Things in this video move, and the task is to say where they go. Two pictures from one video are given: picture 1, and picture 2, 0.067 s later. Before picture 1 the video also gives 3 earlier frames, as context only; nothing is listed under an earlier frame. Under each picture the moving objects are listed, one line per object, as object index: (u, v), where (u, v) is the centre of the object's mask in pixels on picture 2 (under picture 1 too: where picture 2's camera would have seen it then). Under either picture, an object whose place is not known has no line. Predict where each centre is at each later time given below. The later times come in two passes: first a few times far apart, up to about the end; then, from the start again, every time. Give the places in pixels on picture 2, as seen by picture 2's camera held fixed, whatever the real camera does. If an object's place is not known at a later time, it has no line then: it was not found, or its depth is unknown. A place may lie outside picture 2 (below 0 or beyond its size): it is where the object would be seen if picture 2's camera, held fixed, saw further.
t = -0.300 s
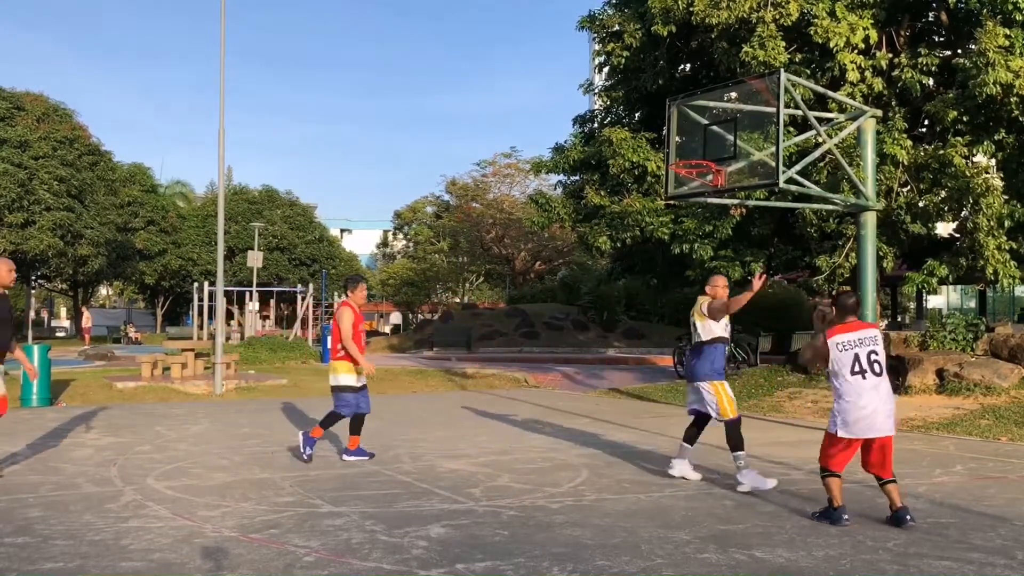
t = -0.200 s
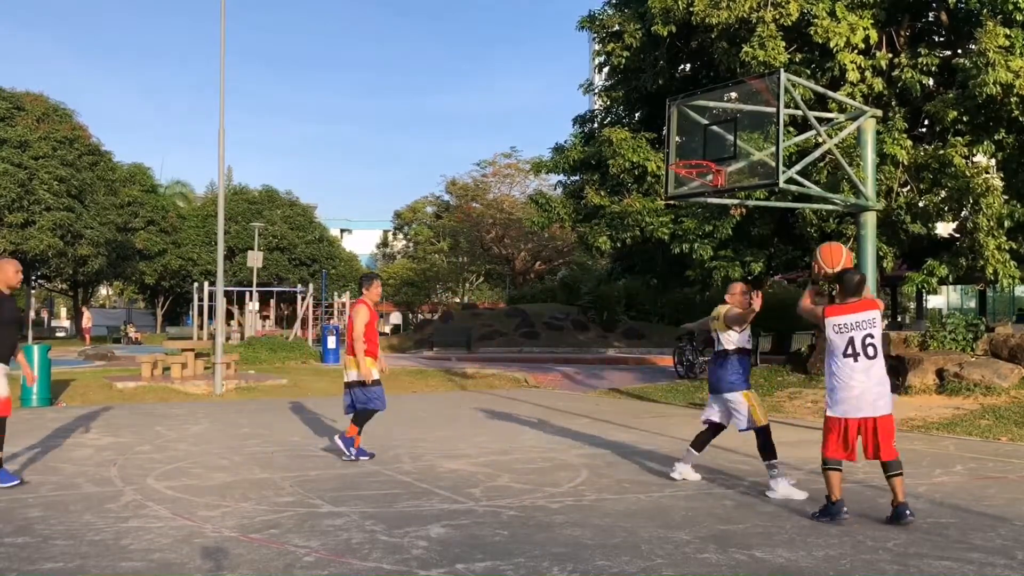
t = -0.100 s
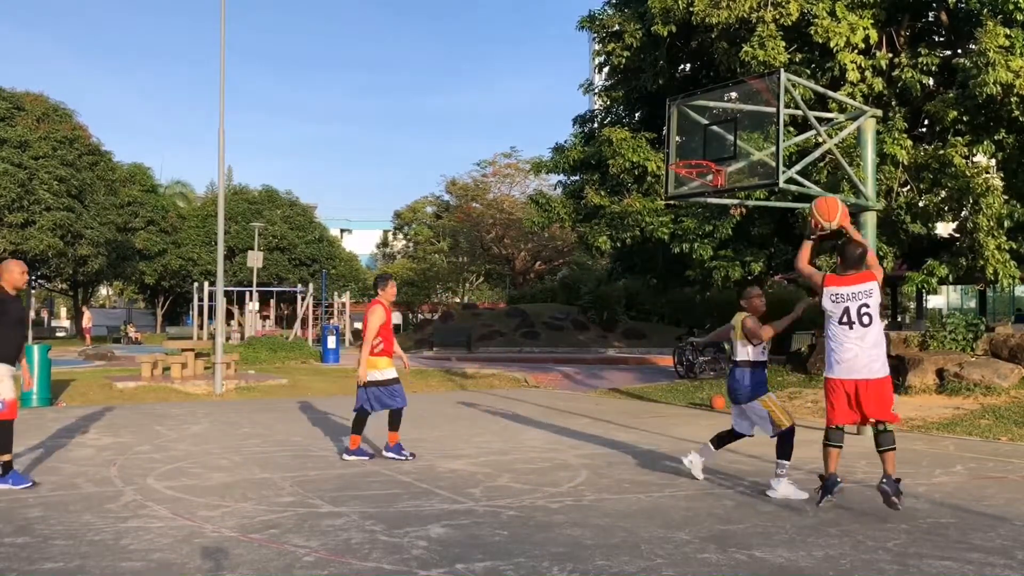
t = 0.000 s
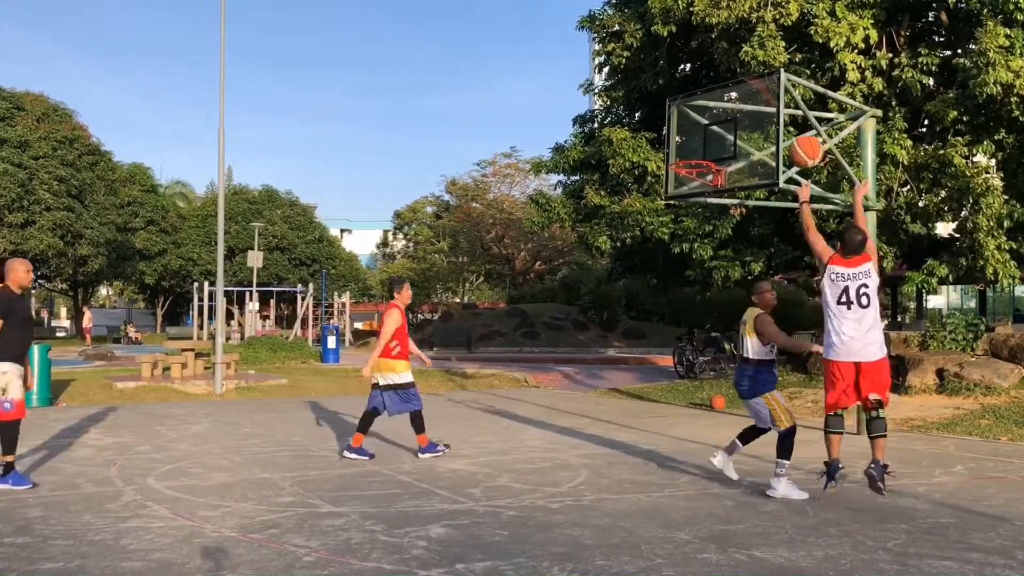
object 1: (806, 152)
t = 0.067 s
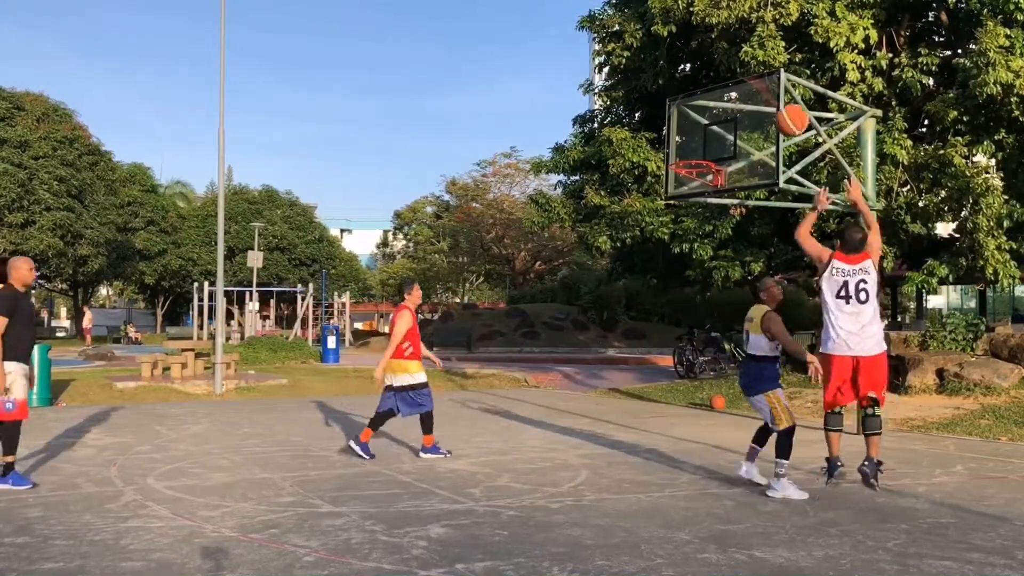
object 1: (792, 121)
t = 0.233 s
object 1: (762, 75)
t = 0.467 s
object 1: (728, 71)
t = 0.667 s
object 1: (703, 110)
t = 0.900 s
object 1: (698, 180)
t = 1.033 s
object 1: (724, 218)
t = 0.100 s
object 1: (786, 107)
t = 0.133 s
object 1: (779, 97)
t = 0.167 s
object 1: (774, 88)
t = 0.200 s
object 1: (768, 80)
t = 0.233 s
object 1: (762, 75)
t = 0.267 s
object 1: (757, 71)
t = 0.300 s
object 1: (752, 68)
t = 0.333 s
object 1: (746, 66)
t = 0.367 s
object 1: (742, 65)
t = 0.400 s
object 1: (737, 66)
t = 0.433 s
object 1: (732, 68)
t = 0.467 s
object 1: (728, 71)
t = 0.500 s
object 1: (723, 75)
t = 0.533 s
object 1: (719, 80)
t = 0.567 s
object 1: (715, 86)
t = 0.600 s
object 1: (711, 93)
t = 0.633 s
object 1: (708, 101)
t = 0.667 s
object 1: (703, 110)
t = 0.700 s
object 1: (700, 120)
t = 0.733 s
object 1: (697, 130)
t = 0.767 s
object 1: (693, 141)
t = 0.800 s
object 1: (690, 152)
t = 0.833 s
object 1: (688, 163)
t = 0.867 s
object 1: (691, 173)
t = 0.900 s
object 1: (698, 180)
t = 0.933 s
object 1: (705, 188)
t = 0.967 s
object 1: (711, 196)
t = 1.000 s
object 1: (717, 207)
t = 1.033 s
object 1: (724, 218)
